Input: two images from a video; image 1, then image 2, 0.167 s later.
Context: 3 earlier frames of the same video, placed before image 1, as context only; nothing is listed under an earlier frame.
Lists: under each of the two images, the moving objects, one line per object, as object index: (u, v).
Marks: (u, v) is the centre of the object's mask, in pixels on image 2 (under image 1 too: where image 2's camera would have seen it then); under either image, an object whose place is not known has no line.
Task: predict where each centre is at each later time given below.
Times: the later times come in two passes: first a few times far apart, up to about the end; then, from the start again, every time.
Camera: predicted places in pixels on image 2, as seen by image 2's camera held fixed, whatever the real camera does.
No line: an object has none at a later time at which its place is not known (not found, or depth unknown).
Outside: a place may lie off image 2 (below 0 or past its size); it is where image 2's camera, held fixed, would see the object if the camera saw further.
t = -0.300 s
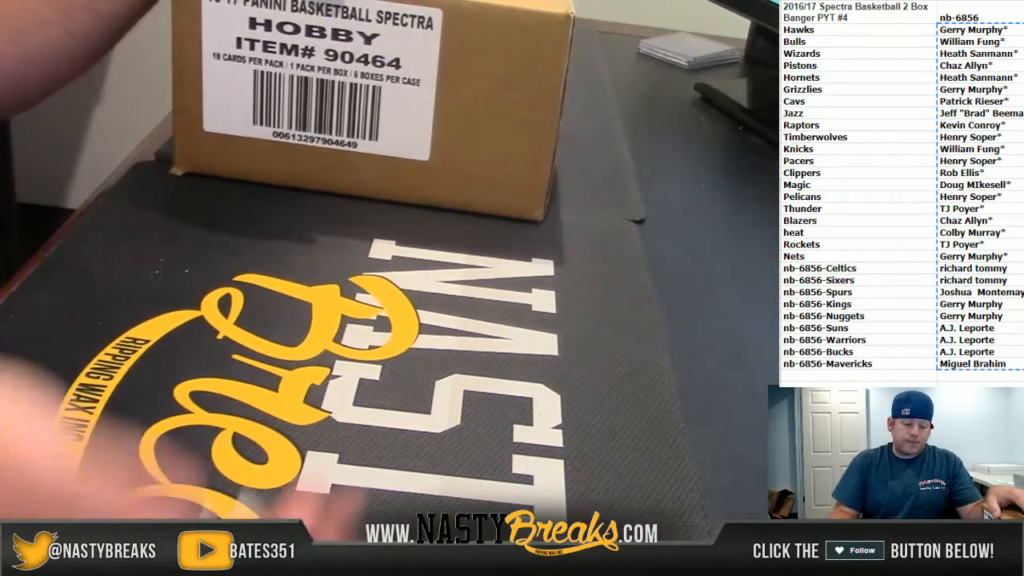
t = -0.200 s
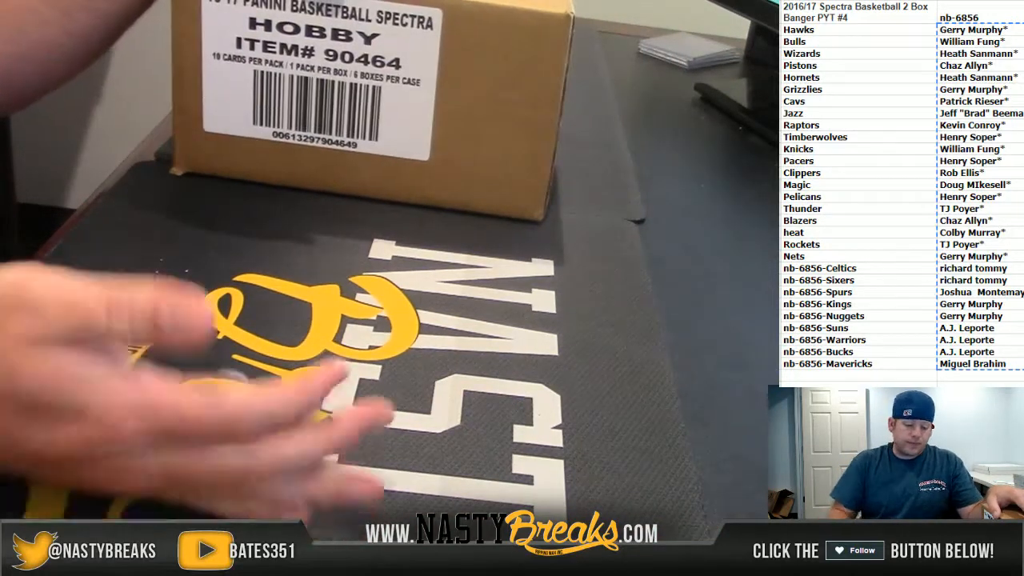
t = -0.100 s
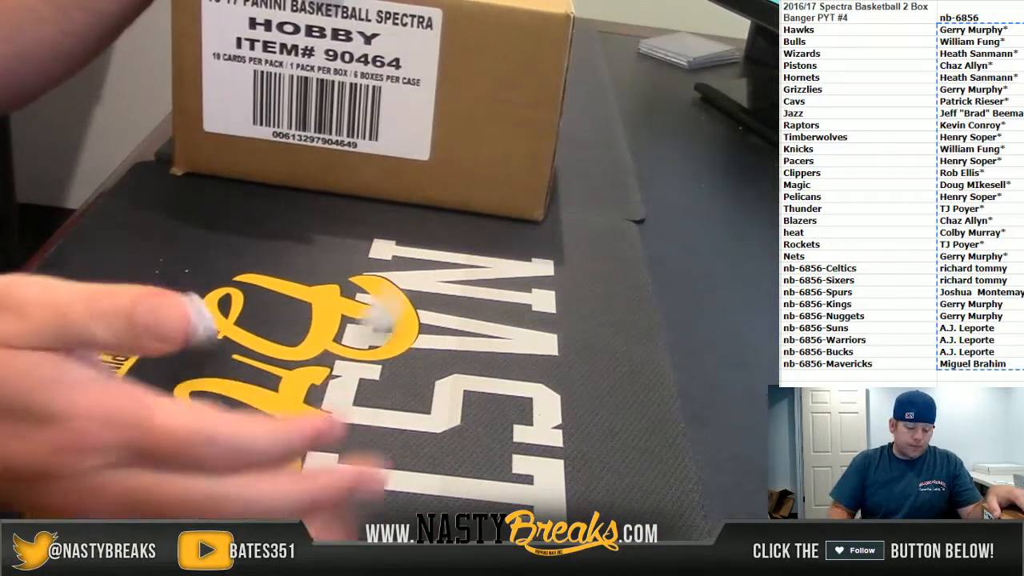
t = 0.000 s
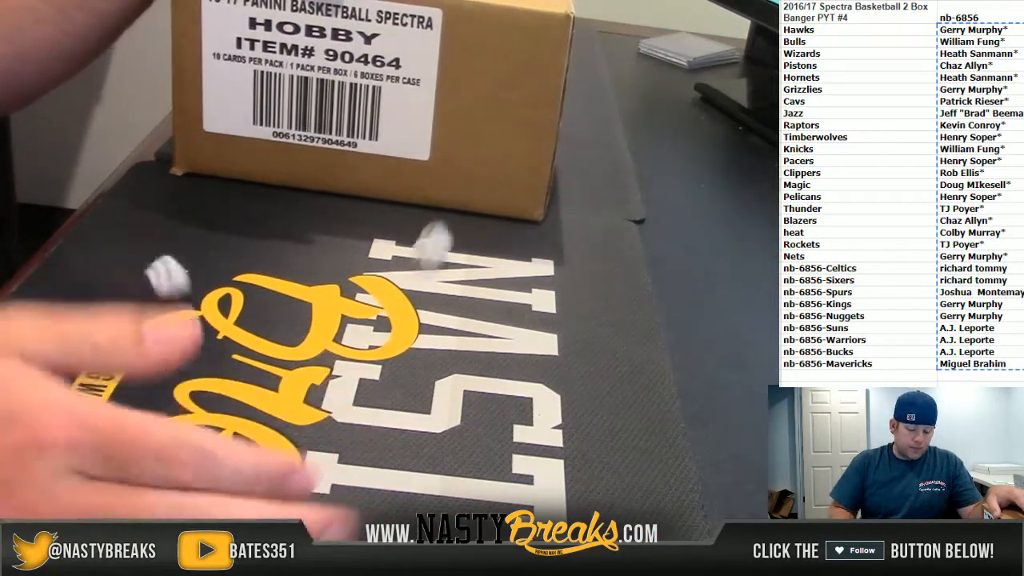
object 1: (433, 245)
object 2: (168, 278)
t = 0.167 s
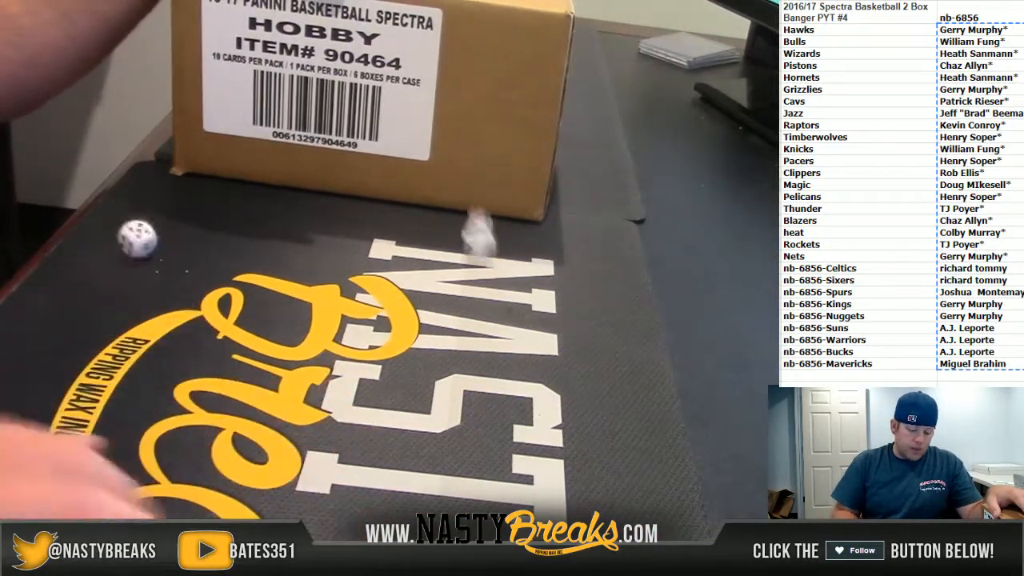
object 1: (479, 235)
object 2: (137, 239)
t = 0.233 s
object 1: (497, 266)
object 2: (133, 235)
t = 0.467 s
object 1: (581, 343)
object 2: (133, 233)
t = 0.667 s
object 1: (605, 390)
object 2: (133, 233)
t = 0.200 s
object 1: (485, 255)
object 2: (135, 236)
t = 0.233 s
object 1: (497, 266)
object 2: (133, 235)
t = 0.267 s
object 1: (512, 282)
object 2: (133, 233)
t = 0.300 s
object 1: (528, 293)
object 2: (133, 233)
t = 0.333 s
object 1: (540, 301)
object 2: (133, 233)
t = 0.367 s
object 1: (552, 320)
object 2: (133, 233)
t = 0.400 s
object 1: (562, 328)
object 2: (133, 233)
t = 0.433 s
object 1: (574, 337)
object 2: (133, 233)
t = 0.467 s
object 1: (581, 343)
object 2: (133, 233)
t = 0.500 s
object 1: (587, 351)
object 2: (133, 233)
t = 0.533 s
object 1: (590, 359)
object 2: (133, 233)
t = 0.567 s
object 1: (593, 366)
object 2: (133, 233)
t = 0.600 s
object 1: (595, 379)
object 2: (133, 233)
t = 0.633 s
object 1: (600, 384)
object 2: (133, 233)
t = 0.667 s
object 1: (605, 390)
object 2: (133, 233)
